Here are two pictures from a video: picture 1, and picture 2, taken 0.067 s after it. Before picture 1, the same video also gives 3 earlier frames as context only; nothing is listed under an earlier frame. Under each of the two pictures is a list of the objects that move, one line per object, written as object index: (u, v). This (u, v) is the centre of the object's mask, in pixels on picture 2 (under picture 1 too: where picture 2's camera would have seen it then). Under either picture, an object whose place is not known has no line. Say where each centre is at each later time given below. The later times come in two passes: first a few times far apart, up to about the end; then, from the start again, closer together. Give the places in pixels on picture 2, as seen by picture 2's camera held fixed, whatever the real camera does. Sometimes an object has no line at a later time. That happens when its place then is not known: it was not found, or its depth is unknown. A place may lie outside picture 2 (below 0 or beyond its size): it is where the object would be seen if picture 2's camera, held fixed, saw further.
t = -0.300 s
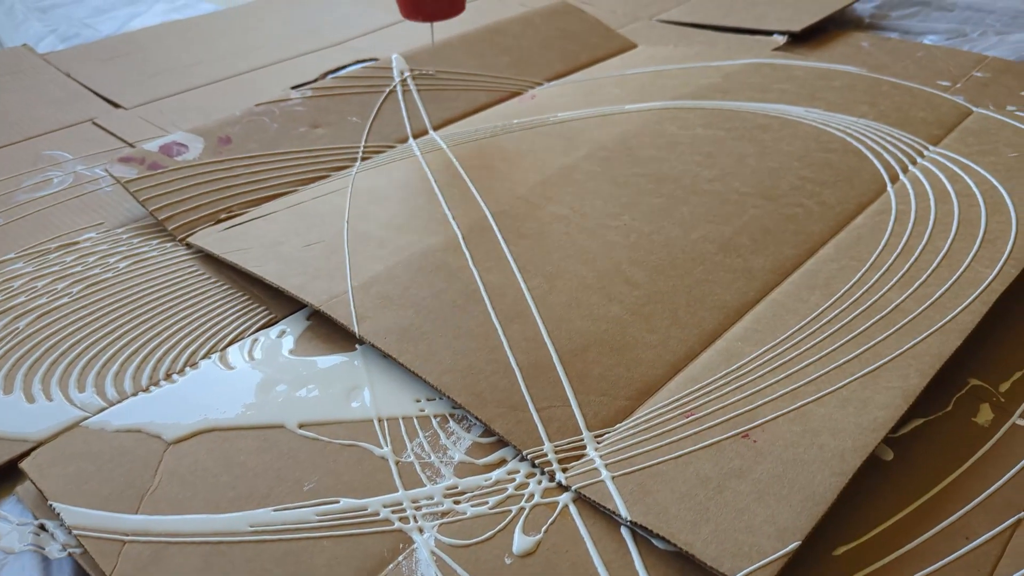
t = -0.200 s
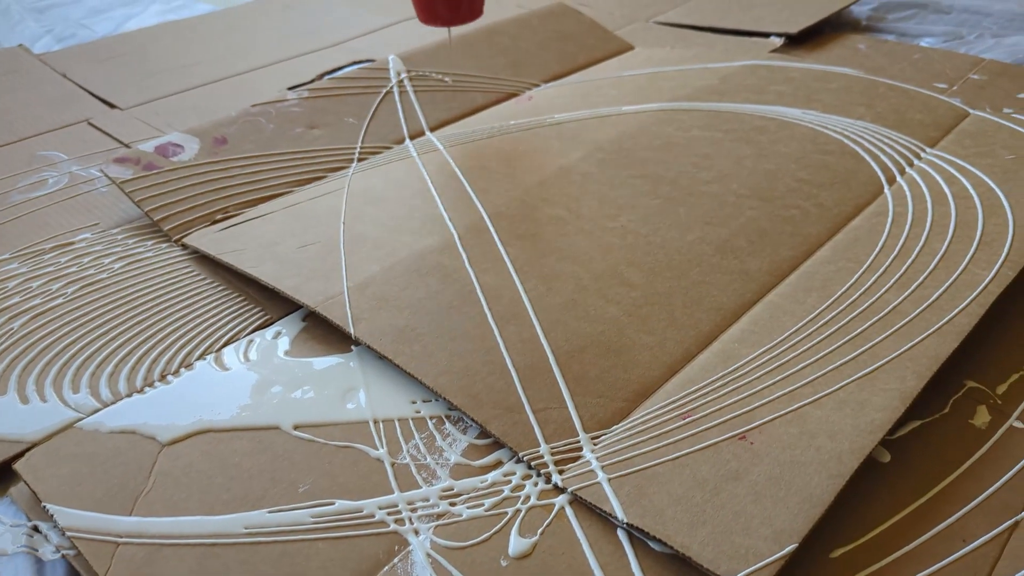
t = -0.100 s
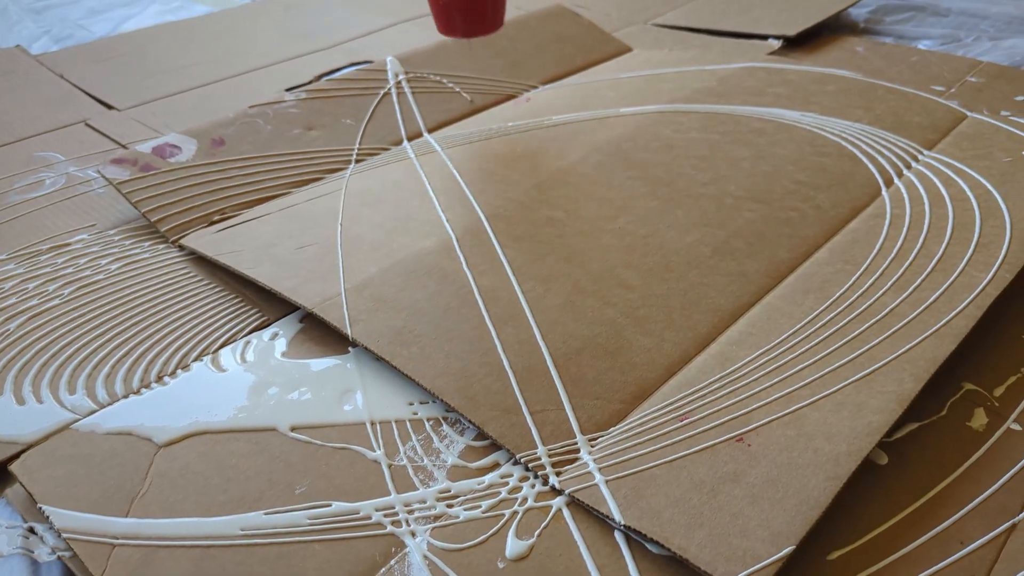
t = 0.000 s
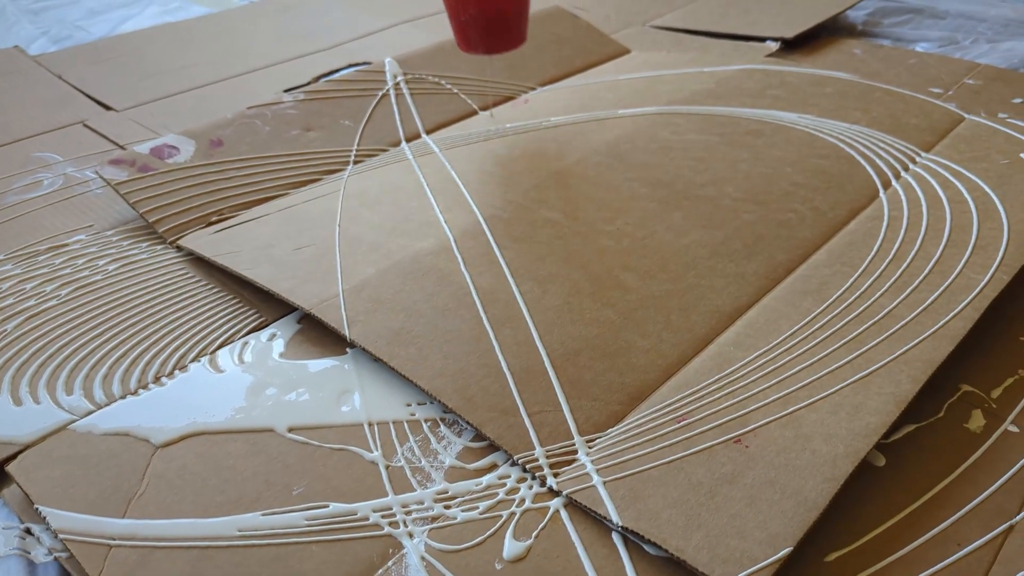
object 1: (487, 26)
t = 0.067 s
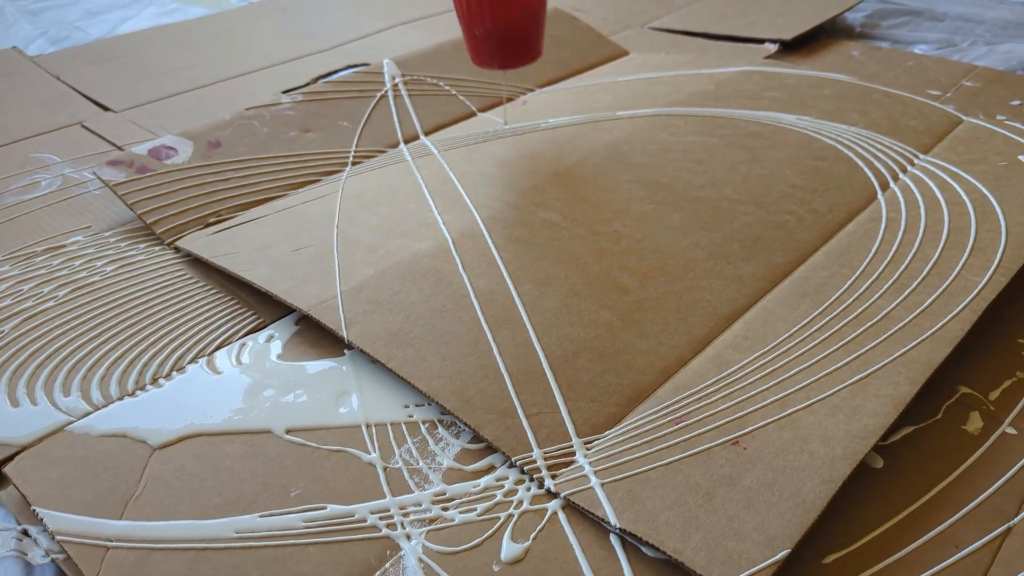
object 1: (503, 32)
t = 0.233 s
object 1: (543, 50)
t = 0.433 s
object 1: (595, 83)
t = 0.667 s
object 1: (656, 178)
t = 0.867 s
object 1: (686, 271)
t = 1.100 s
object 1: (659, 373)
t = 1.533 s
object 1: (430, 332)
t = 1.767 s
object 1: (348, 222)
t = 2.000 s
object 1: (323, 120)
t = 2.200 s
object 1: (331, 71)
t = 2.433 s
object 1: (359, 40)
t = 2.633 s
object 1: (391, 25)
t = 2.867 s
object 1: (432, 19)
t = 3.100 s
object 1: (480, 27)
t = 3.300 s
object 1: (525, 52)
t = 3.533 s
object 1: (579, 107)
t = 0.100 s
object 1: (510, 35)
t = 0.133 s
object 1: (518, 38)
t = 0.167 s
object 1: (527, 42)
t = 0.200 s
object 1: (535, 46)
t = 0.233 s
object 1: (543, 50)
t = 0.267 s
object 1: (551, 55)
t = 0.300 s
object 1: (560, 61)
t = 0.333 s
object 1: (568, 65)
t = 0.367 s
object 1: (577, 71)
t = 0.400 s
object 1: (586, 76)
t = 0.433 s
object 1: (595, 83)
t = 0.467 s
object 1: (604, 94)
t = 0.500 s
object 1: (613, 106)
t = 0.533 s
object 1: (622, 119)
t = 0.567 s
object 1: (630, 132)
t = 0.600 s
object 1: (639, 146)
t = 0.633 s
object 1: (647, 161)
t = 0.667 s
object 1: (656, 178)
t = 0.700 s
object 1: (662, 191)
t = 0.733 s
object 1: (668, 206)
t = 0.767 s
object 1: (675, 222)
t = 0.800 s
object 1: (680, 238)
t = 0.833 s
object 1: (684, 254)
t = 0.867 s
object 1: (686, 271)
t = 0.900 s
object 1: (688, 288)
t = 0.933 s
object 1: (688, 305)
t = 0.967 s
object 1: (686, 320)
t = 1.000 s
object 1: (682, 335)
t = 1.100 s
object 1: (659, 373)
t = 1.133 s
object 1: (646, 380)
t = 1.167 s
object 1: (633, 386)
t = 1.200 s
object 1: (617, 389)
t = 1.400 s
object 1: (504, 380)
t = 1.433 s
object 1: (484, 370)
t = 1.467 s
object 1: (465, 358)
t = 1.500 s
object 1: (447, 346)
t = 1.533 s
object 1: (430, 332)
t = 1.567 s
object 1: (415, 317)
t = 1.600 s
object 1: (400, 302)
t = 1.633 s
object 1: (387, 286)
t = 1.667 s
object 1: (375, 270)
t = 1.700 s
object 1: (364, 253)
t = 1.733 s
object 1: (356, 238)
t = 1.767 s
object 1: (348, 222)
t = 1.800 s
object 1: (341, 207)
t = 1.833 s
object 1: (336, 190)
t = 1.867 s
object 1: (332, 178)
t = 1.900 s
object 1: (328, 160)
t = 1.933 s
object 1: (325, 146)
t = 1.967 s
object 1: (323, 132)
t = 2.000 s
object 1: (323, 120)
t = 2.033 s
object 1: (322, 105)
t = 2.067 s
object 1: (322, 94)
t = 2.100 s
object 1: (323, 87)
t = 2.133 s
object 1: (324, 81)
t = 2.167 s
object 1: (328, 76)
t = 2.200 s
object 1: (331, 71)
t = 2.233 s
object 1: (334, 66)
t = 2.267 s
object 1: (338, 61)
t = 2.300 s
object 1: (341, 56)
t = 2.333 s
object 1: (346, 52)
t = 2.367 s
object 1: (350, 47)
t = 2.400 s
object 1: (354, 44)
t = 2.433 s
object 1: (359, 40)
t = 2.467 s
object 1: (364, 37)
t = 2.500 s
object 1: (369, 34)
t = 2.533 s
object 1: (374, 31)
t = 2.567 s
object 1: (380, 28)
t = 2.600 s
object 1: (385, 26)
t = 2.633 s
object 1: (391, 25)
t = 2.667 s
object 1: (396, 23)
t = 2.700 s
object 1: (402, 21)
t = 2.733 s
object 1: (408, 20)
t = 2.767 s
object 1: (413, 20)
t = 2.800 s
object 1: (420, 19)
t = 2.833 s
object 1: (426, 19)
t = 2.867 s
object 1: (432, 19)
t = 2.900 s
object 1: (439, 20)
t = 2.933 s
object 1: (445, 21)
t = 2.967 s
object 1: (452, 22)
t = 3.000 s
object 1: (459, 22)
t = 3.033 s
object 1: (466, 24)
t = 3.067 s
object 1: (473, 25)
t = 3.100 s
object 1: (480, 27)
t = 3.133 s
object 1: (487, 30)
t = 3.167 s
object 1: (495, 33)
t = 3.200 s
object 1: (502, 37)
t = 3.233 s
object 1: (510, 41)
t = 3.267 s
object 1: (517, 46)
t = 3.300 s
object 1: (525, 52)
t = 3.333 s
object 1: (532, 58)
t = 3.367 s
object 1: (540, 65)
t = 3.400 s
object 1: (548, 72)
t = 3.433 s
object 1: (556, 80)
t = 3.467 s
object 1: (564, 89)
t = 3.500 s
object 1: (572, 98)
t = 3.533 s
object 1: (579, 107)
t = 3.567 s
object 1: (585, 114)
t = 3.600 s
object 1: (592, 122)
